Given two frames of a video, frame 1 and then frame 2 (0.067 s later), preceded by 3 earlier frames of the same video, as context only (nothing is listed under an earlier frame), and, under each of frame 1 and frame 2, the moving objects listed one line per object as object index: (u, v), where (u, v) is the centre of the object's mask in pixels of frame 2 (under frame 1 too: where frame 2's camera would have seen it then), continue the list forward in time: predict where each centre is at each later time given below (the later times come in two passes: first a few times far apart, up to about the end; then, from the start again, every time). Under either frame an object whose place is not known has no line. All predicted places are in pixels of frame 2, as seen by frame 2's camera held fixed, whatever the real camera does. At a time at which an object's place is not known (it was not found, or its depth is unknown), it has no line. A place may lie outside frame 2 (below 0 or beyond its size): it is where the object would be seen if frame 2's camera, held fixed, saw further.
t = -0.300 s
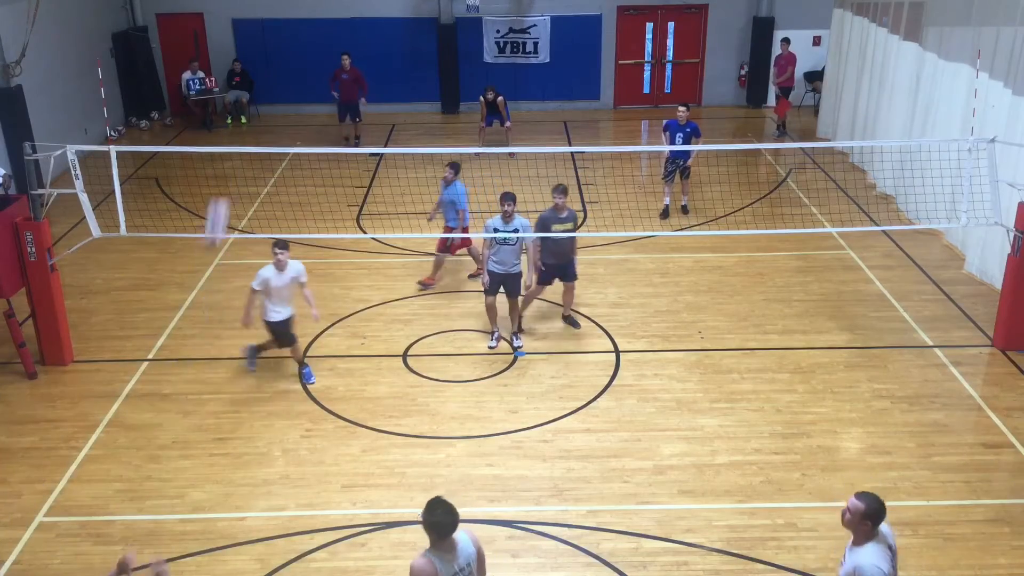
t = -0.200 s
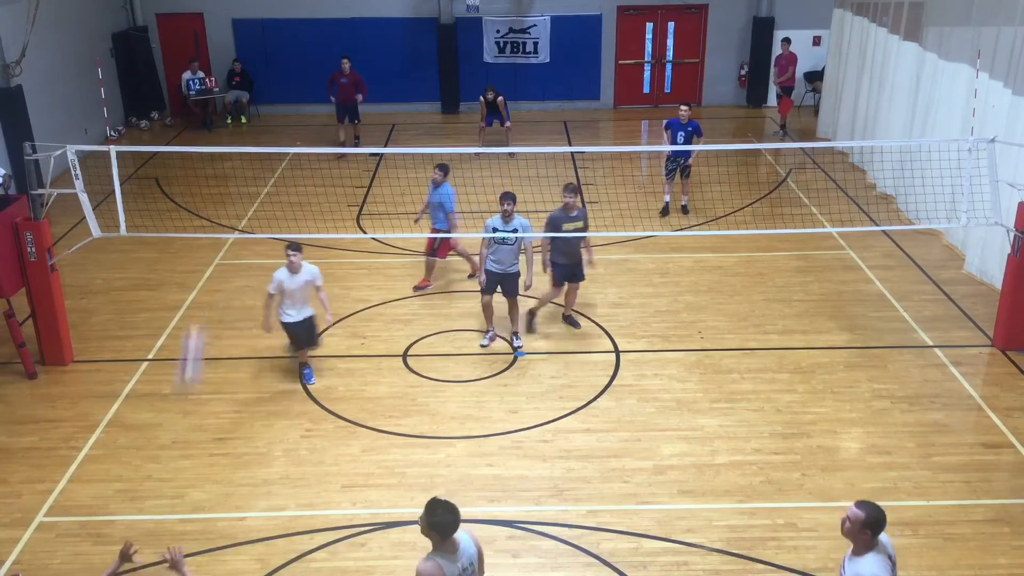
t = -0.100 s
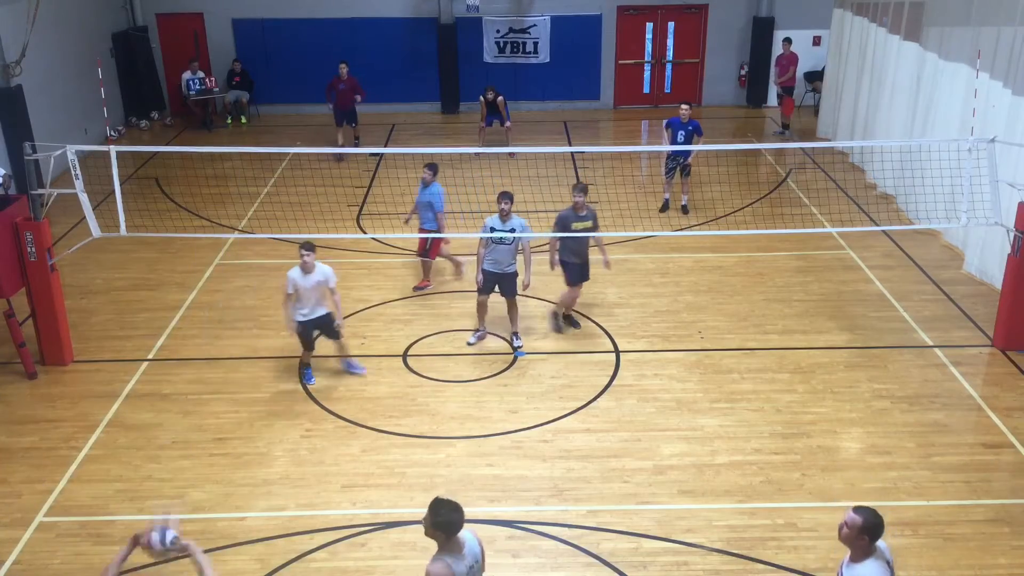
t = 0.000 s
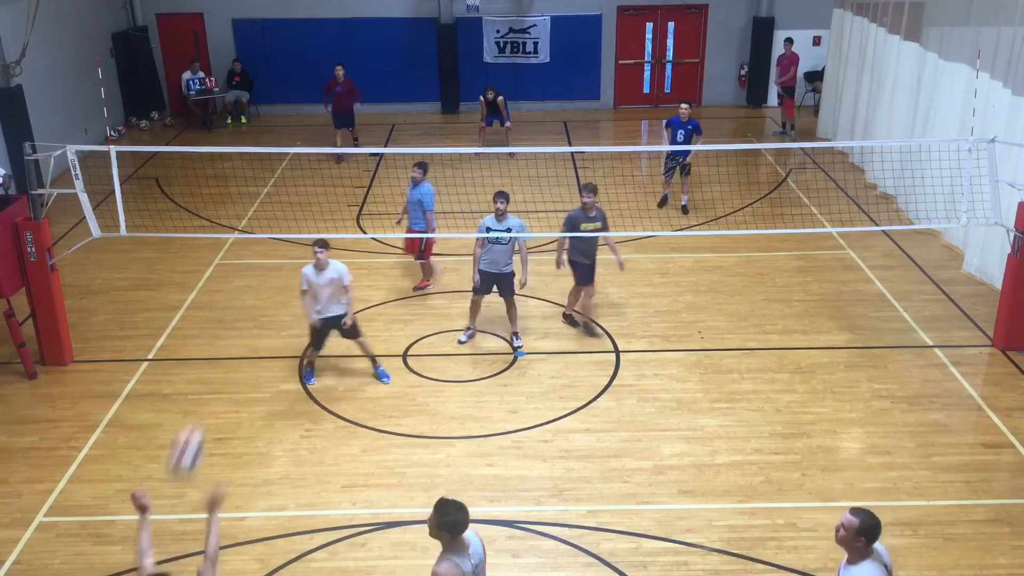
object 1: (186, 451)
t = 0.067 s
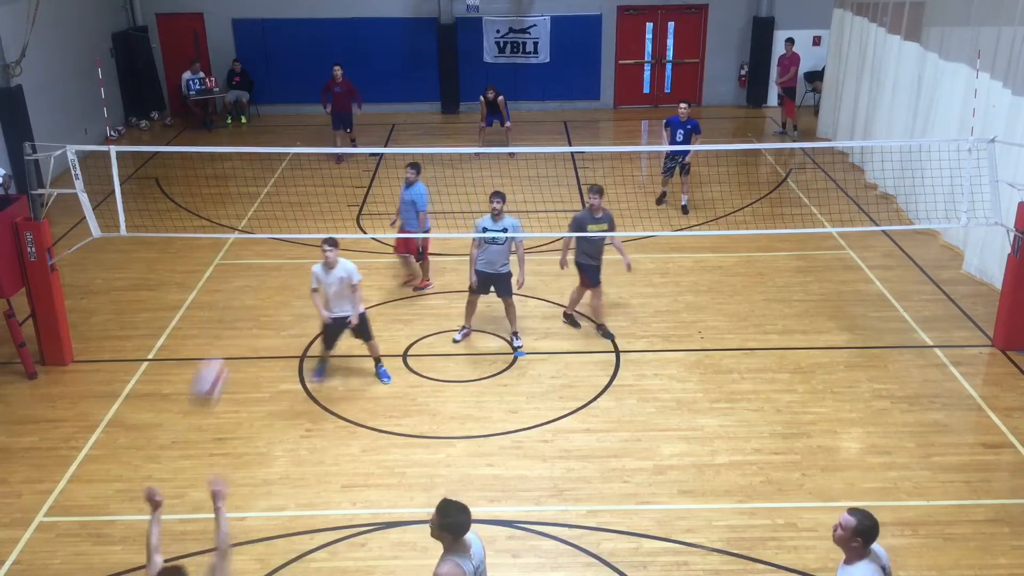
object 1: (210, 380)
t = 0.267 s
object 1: (274, 216)
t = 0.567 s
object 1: (362, 109)
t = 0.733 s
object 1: (404, 105)
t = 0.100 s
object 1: (221, 346)
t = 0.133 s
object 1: (231, 317)
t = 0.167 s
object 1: (241, 290)
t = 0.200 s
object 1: (253, 263)
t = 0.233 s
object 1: (263, 240)
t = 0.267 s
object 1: (274, 216)
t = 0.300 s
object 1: (283, 200)
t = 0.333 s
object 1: (294, 181)
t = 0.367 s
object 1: (305, 166)
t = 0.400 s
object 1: (316, 151)
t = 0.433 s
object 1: (325, 139)
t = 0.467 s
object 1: (334, 127)
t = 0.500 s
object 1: (344, 119)
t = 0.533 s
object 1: (353, 112)
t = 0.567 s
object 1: (362, 109)
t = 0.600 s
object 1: (371, 104)
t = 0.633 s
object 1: (380, 103)
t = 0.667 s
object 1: (387, 102)
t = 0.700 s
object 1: (395, 102)
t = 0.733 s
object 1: (404, 105)
